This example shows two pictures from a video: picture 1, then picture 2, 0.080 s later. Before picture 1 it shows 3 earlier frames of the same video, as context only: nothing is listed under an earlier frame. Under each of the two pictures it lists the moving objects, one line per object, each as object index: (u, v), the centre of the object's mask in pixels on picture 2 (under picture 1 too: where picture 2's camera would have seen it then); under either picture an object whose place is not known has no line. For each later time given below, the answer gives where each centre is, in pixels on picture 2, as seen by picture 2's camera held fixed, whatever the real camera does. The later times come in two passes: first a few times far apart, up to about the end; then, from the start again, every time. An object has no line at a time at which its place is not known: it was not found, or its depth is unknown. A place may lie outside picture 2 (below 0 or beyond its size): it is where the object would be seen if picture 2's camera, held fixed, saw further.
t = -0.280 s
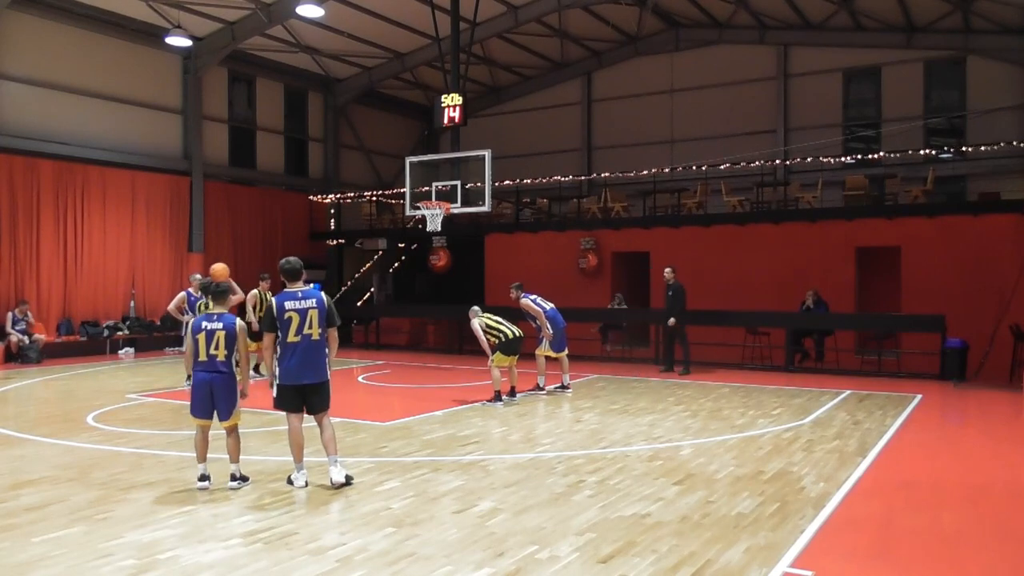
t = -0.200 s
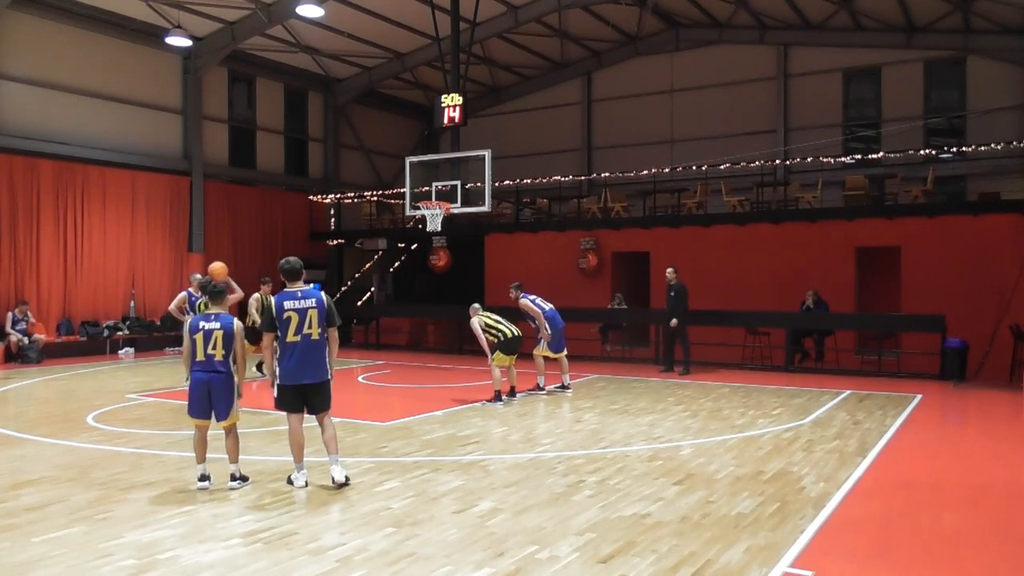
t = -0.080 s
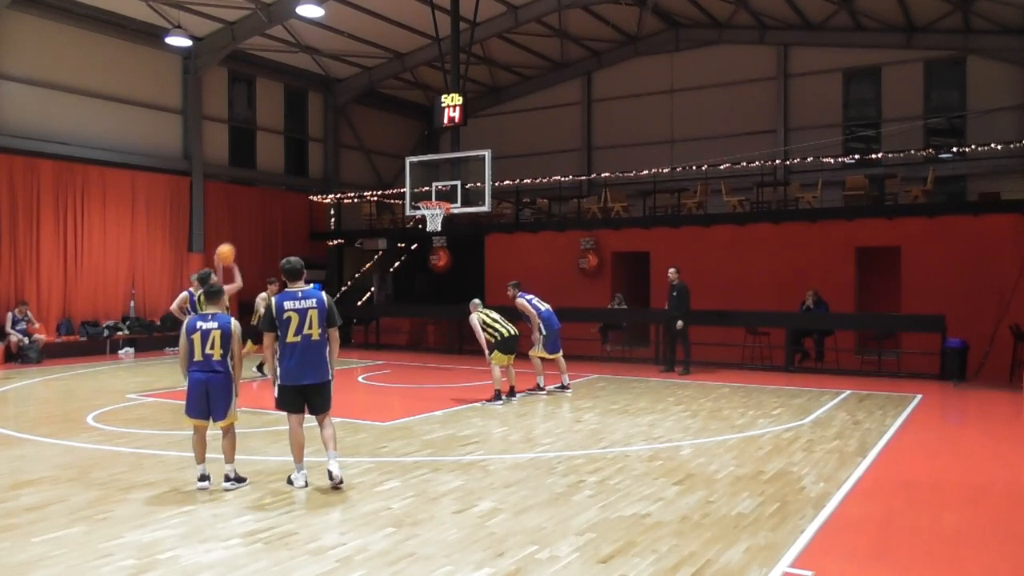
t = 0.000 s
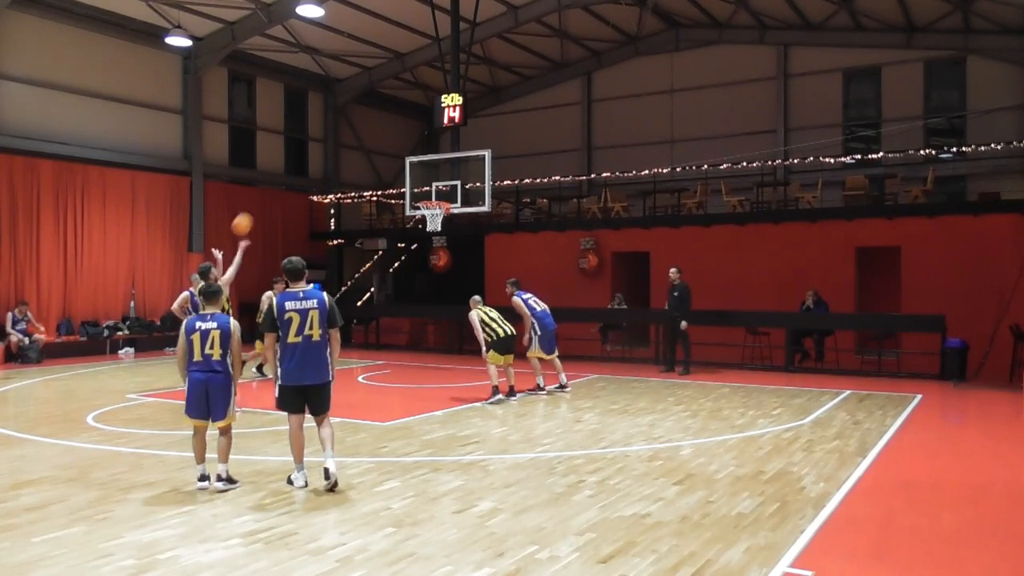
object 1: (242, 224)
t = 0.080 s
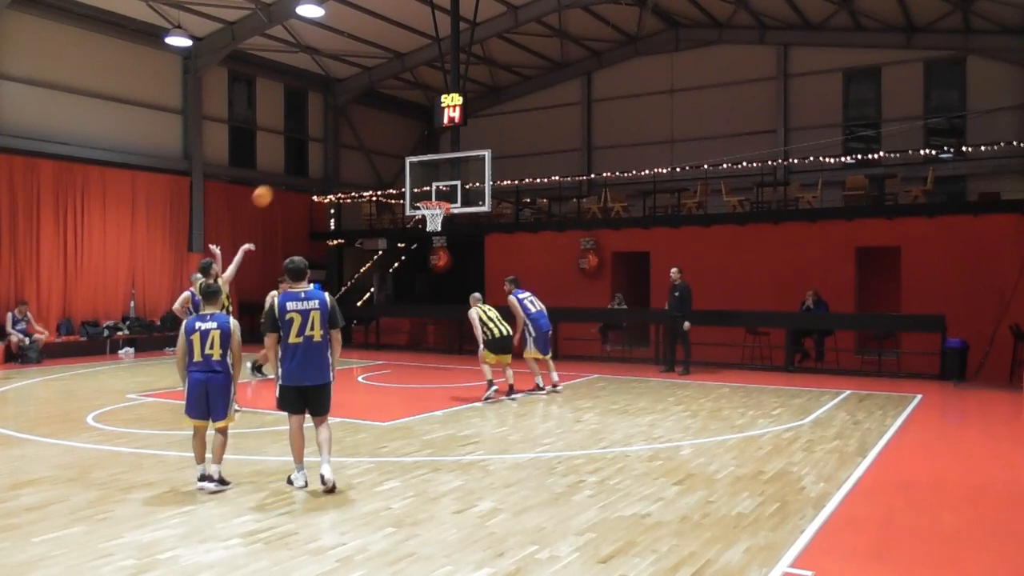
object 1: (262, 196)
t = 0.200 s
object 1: (291, 164)
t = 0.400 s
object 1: (335, 136)
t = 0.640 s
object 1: (380, 139)
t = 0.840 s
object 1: (415, 167)
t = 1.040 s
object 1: (434, 193)
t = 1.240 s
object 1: (415, 172)
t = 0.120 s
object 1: (272, 184)
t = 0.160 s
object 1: (282, 173)
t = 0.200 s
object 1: (291, 164)
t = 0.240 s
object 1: (301, 156)
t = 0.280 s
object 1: (310, 149)
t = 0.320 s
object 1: (318, 144)
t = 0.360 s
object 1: (327, 139)
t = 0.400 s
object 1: (335, 136)
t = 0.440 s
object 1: (342, 134)
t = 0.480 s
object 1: (350, 133)
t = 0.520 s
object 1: (358, 133)
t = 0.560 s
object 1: (366, 135)
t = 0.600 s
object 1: (373, 136)
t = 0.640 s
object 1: (380, 139)
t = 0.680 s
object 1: (387, 143)
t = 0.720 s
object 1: (394, 147)
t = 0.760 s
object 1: (400, 152)
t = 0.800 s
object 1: (407, 158)
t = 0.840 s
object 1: (415, 167)
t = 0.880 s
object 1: (420, 173)
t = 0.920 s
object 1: (425, 180)
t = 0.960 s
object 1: (432, 190)
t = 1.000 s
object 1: (437, 197)
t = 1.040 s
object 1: (434, 193)
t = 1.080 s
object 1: (429, 187)
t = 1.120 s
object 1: (426, 182)
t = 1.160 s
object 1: (423, 178)
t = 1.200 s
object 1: (419, 174)
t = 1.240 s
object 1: (415, 172)
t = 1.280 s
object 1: (411, 170)
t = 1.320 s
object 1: (407, 169)
